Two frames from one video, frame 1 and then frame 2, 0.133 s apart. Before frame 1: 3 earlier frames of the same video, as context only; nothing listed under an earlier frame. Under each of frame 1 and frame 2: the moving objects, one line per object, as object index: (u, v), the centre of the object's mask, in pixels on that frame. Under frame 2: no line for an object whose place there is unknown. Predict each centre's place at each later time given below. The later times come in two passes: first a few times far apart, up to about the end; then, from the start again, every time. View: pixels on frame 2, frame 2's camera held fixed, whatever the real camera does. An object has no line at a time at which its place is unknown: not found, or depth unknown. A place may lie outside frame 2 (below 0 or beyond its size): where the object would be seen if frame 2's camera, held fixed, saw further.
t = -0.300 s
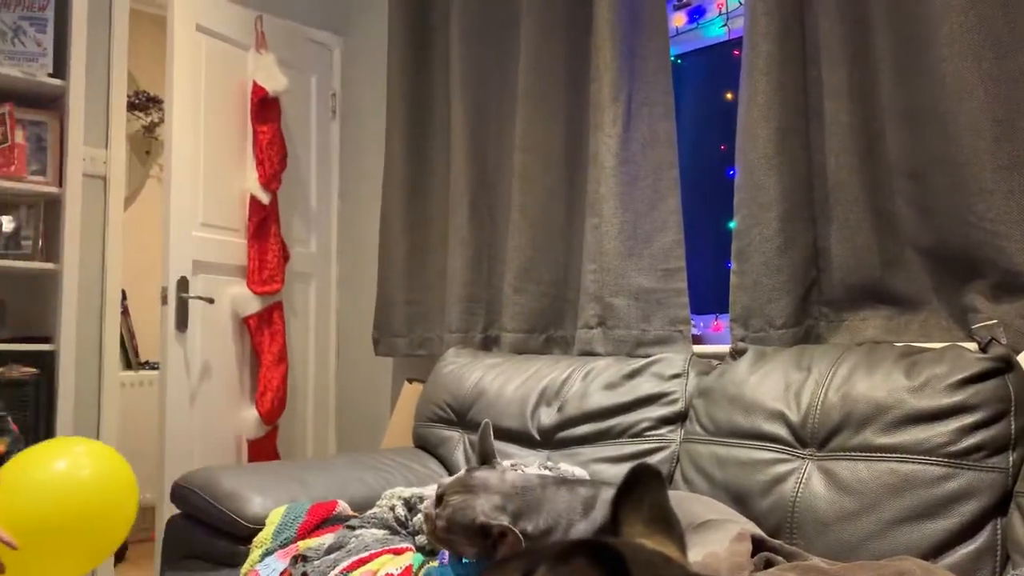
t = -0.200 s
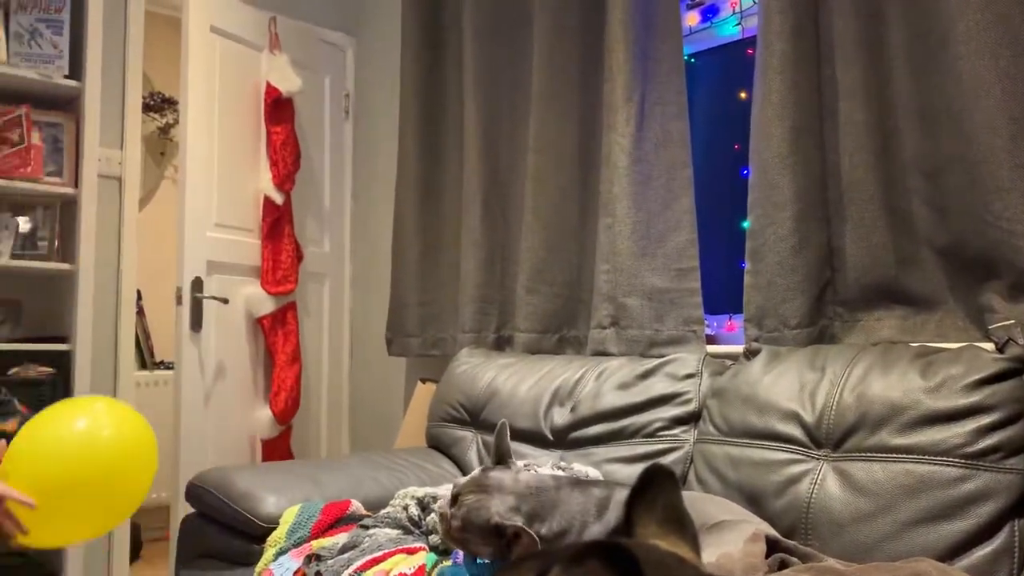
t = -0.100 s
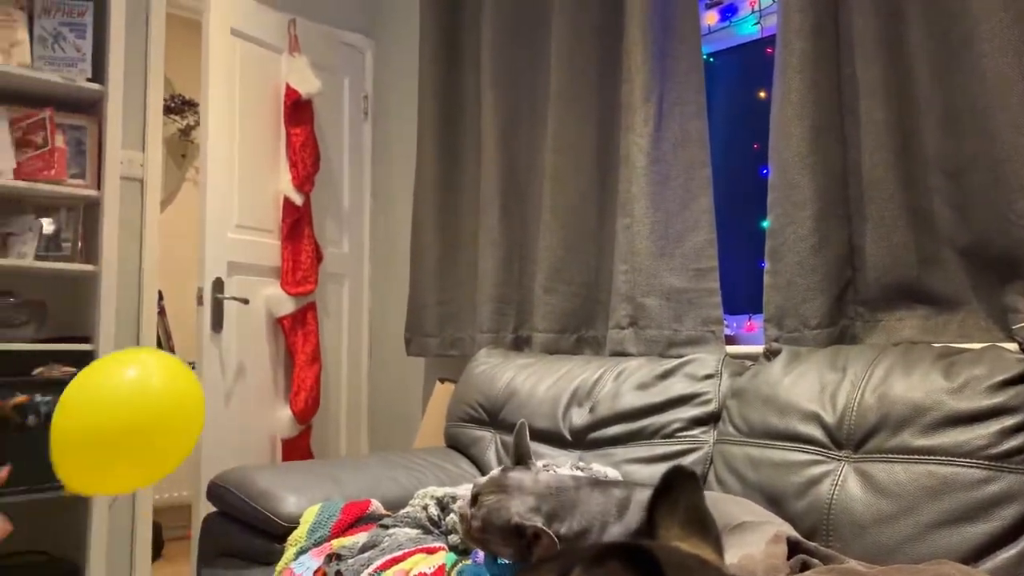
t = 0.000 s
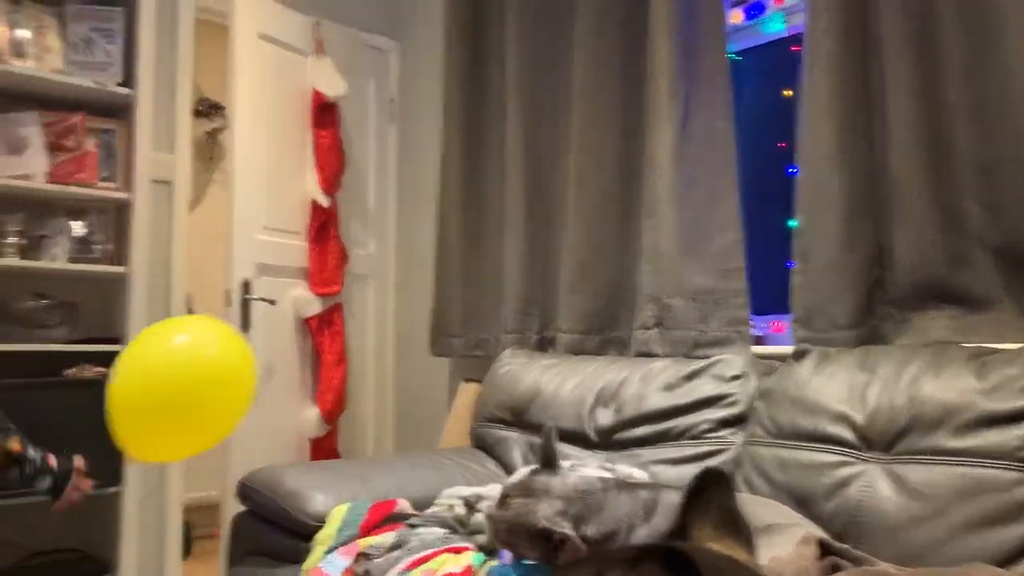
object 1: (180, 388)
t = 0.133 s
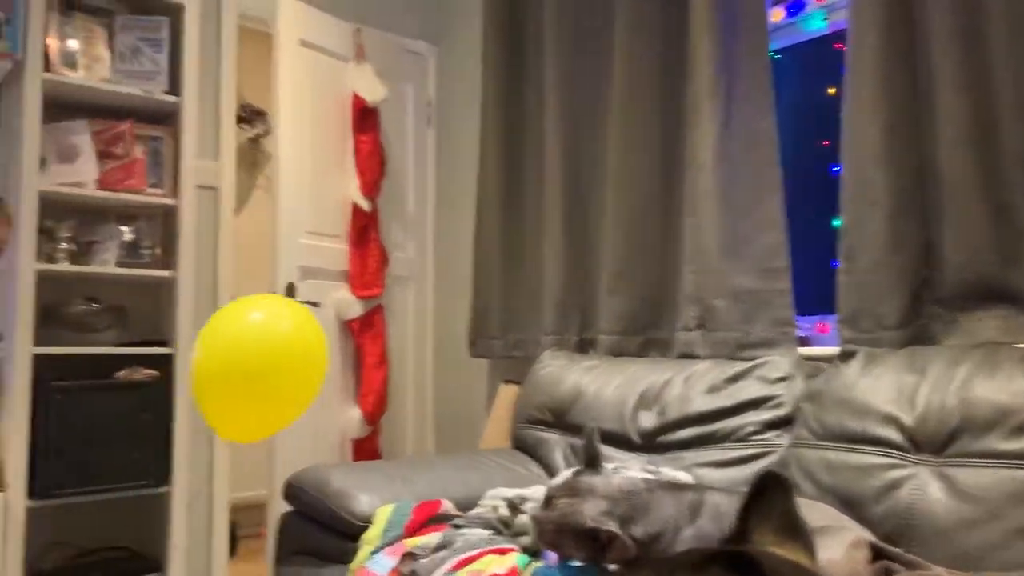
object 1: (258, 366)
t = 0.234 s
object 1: (279, 363)
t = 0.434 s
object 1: (315, 388)
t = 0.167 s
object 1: (265, 364)
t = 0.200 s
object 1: (272, 363)
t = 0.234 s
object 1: (279, 363)
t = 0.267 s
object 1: (286, 364)
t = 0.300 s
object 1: (292, 367)
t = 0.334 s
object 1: (298, 370)
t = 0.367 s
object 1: (304, 375)
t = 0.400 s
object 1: (309, 381)
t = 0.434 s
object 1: (315, 388)
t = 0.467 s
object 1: (321, 396)
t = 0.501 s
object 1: (327, 405)
